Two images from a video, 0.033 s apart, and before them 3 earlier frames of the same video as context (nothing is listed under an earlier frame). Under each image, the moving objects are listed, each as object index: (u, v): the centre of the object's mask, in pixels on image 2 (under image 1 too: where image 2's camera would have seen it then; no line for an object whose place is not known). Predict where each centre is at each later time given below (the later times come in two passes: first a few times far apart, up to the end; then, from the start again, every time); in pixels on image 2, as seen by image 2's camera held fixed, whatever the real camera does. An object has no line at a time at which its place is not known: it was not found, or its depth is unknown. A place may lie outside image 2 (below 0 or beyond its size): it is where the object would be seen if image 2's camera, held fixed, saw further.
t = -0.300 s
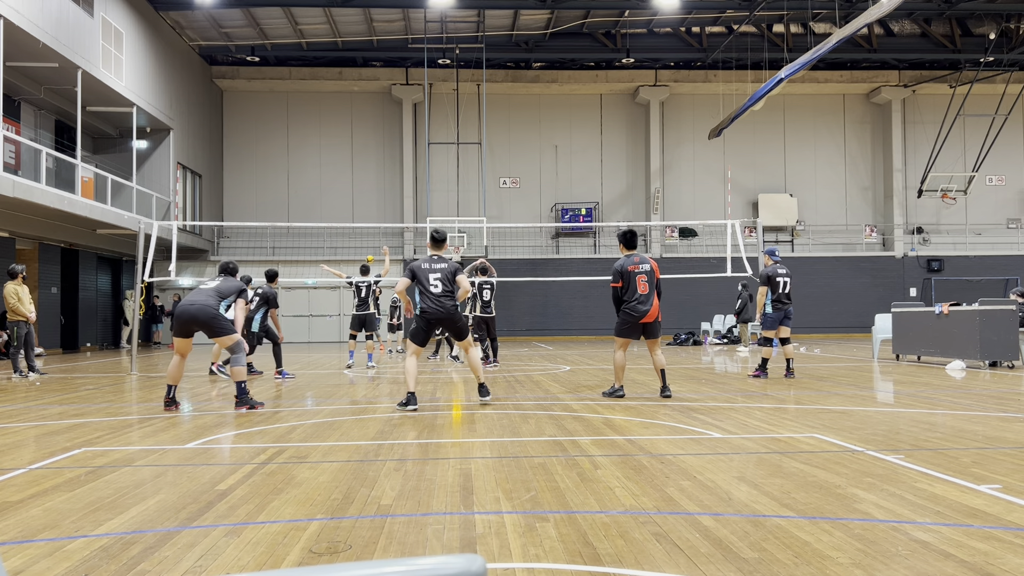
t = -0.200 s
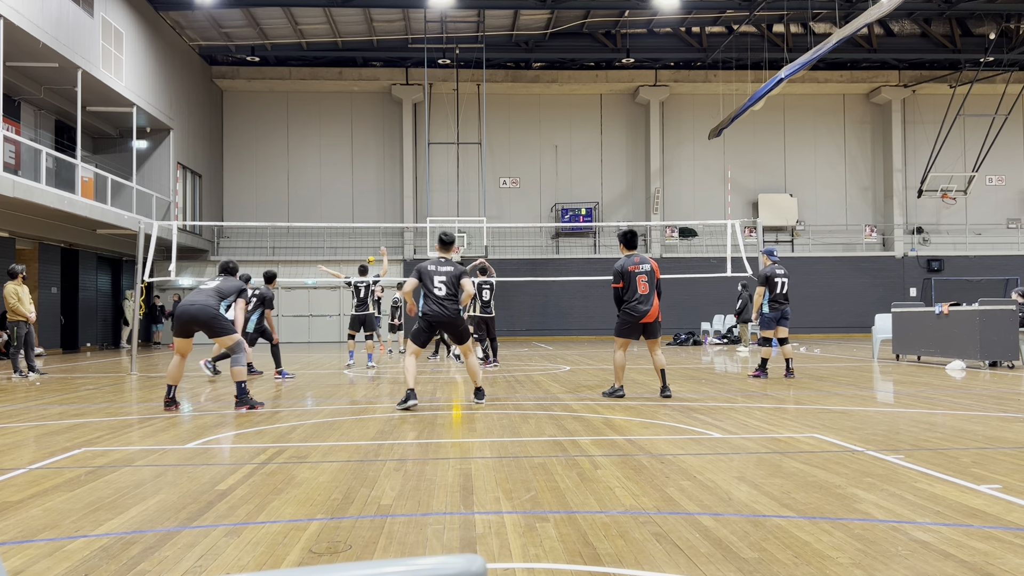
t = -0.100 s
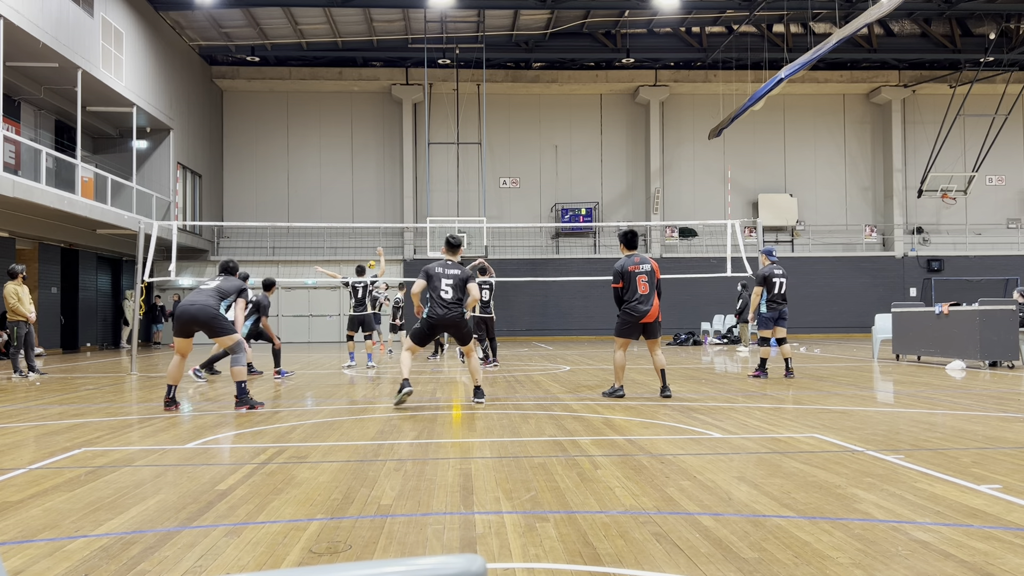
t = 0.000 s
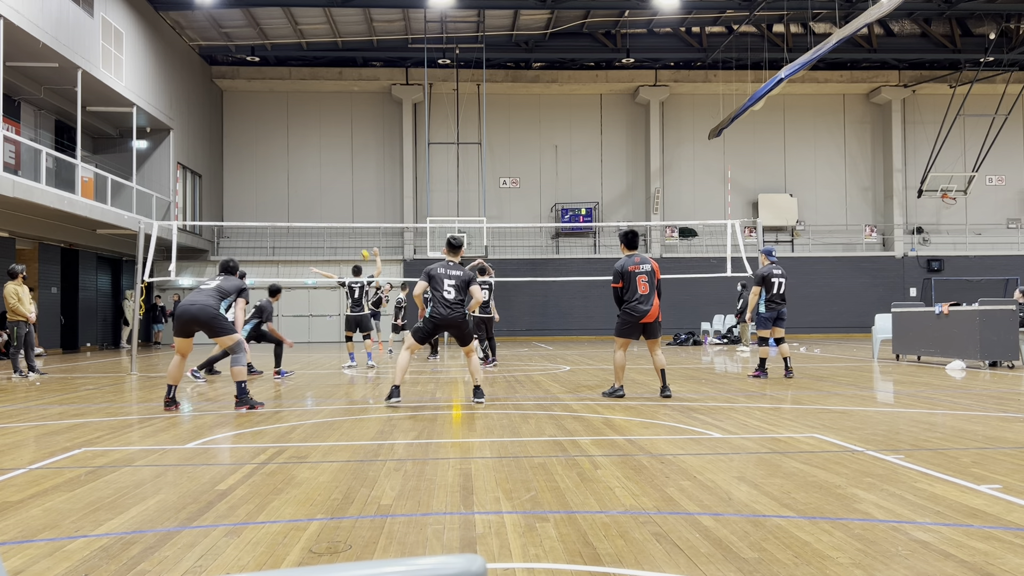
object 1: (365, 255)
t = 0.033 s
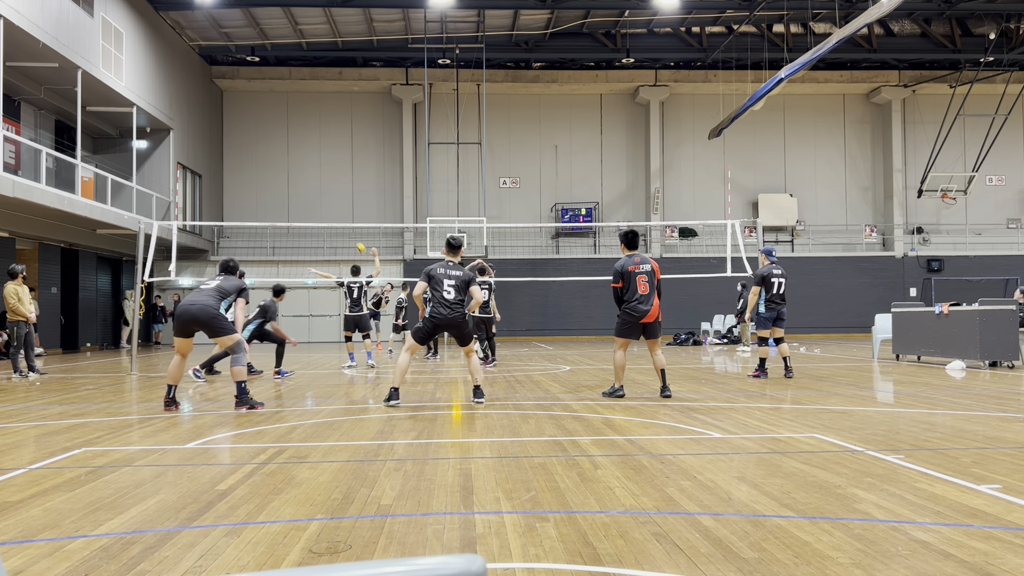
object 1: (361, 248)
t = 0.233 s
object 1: (335, 211)
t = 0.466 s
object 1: (297, 180)
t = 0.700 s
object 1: (247, 178)
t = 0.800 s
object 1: (217, 191)
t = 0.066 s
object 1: (357, 241)
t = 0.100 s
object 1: (352, 235)
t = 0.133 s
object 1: (348, 229)
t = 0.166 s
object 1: (343, 221)
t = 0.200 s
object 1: (339, 216)
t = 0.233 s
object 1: (335, 211)
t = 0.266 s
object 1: (330, 205)
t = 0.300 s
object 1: (325, 200)
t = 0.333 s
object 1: (319, 195)
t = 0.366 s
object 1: (314, 190)
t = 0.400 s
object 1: (308, 186)
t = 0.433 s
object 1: (303, 182)
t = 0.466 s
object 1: (297, 180)
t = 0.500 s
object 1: (291, 177)
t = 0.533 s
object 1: (285, 175)
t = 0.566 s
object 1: (279, 174)
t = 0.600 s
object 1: (272, 174)
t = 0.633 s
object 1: (265, 175)
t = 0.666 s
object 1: (256, 176)
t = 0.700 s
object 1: (247, 178)
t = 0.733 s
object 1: (238, 181)
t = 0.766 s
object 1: (228, 186)
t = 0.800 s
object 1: (217, 191)
